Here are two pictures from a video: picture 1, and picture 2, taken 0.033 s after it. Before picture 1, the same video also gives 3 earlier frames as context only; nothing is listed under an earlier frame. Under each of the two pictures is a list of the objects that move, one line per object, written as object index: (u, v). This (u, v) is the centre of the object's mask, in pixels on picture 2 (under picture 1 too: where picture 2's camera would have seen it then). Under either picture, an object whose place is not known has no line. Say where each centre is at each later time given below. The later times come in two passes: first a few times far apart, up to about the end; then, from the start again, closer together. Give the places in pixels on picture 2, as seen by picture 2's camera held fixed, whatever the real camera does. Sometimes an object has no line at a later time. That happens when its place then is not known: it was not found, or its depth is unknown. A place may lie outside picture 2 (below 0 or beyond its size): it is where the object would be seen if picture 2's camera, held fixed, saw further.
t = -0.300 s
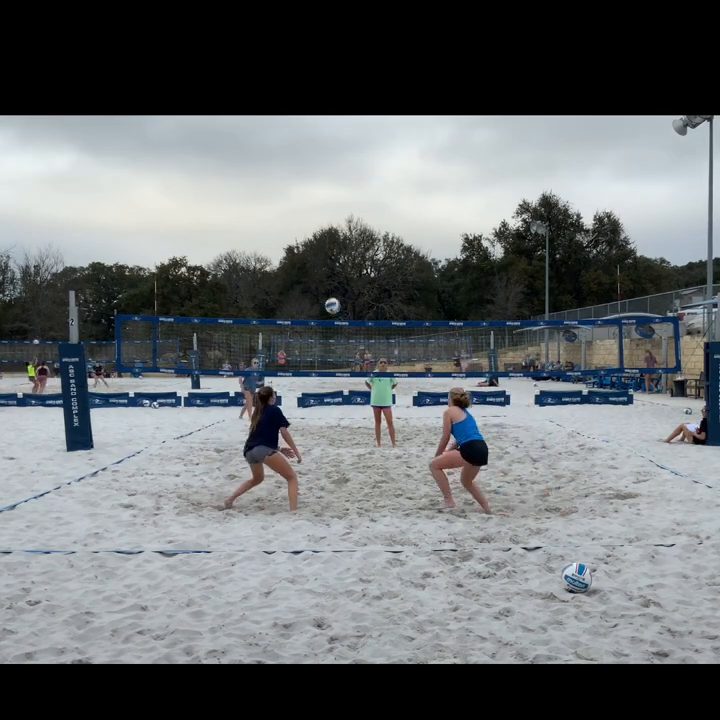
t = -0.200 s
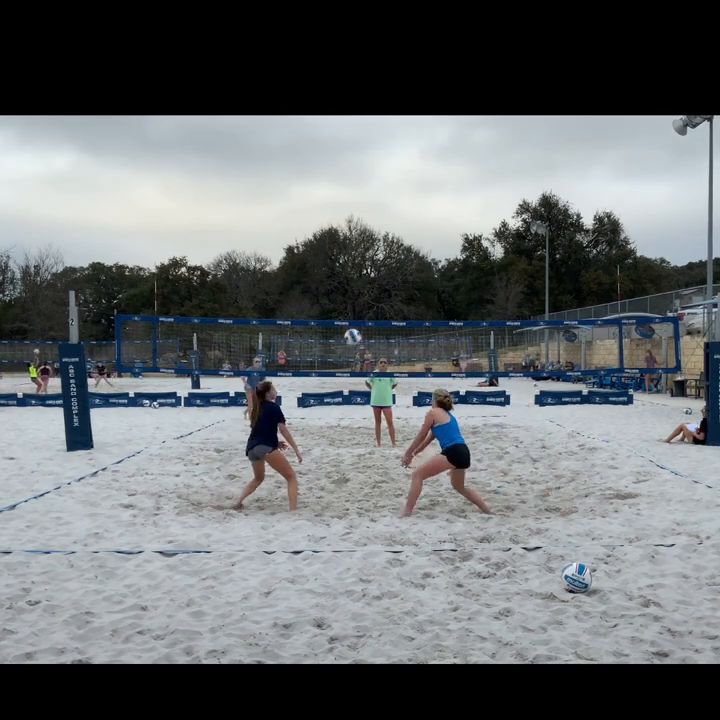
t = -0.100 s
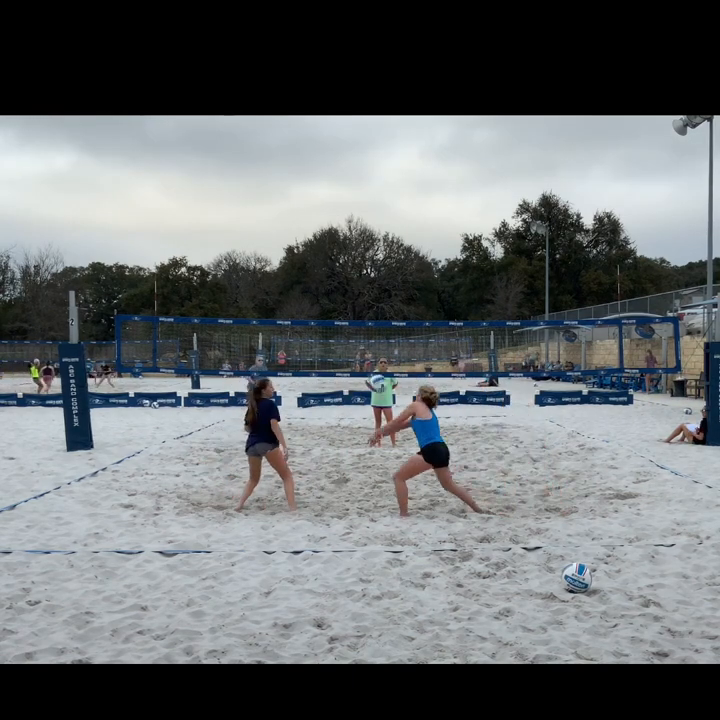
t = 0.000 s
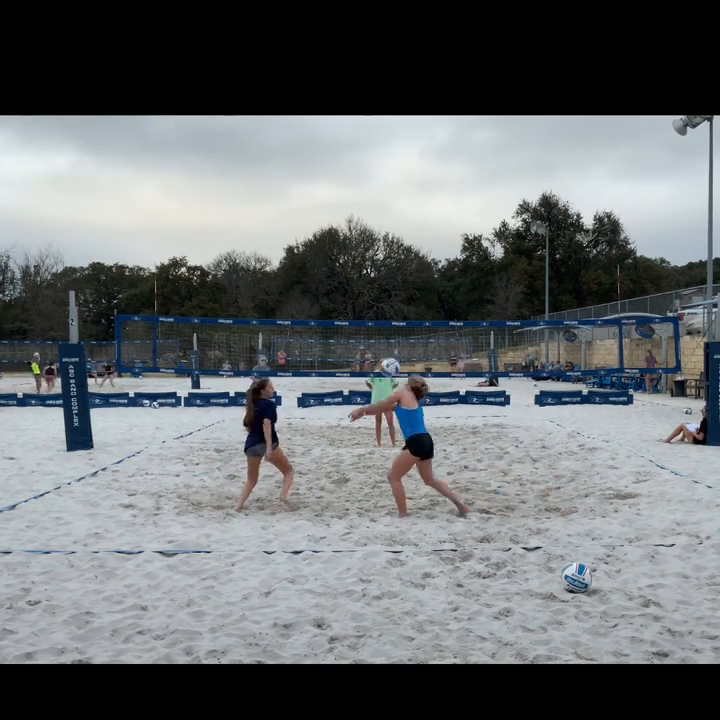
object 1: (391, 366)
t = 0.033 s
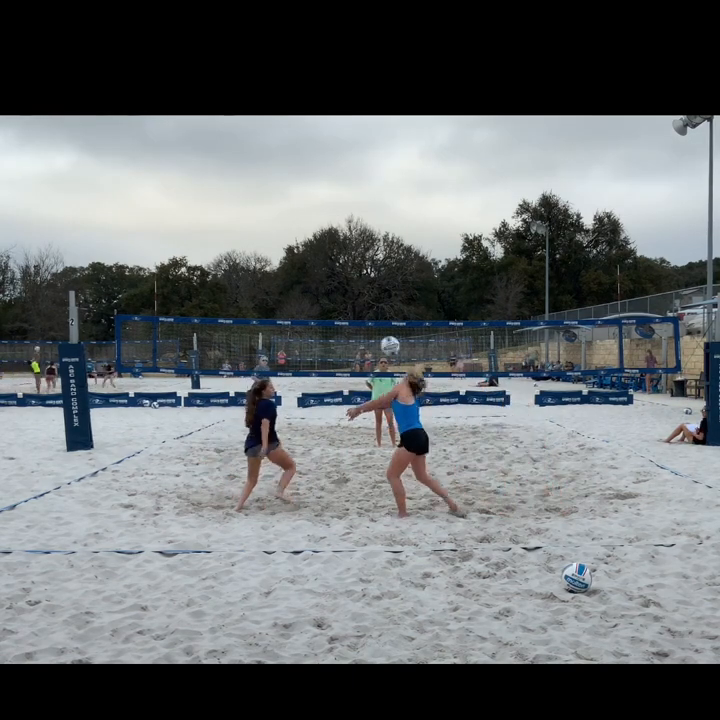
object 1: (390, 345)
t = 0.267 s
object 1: (391, 223)
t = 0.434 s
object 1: (393, 166)
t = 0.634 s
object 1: (395, 131)
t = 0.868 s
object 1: (398, 133)
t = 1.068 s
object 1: (401, 172)
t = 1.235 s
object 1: (403, 229)
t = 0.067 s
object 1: (390, 325)
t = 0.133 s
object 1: (390, 287)
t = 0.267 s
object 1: (391, 223)
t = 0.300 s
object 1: (391, 210)
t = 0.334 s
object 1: (391, 198)
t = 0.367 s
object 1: (392, 186)
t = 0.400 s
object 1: (392, 175)
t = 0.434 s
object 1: (393, 166)
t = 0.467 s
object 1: (393, 158)
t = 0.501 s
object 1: (393, 151)
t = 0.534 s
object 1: (394, 144)
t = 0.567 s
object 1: (394, 139)
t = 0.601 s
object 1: (395, 134)
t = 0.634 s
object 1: (395, 131)
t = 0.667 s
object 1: (396, 128)
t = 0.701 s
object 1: (396, 127)
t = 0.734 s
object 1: (396, 126)
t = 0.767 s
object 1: (397, 127)
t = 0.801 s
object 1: (397, 128)
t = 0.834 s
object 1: (398, 130)
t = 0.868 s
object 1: (398, 133)
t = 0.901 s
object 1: (399, 138)
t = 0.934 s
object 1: (399, 143)
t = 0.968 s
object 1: (400, 149)
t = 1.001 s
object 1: (400, 156)
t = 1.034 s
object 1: (400, 164)
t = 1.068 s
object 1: (401, 172)
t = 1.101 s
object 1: (401, 182)
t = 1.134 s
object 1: (402, 192)
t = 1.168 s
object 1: (402, 204)
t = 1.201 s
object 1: (403, 216)
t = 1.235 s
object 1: (403, 229)
